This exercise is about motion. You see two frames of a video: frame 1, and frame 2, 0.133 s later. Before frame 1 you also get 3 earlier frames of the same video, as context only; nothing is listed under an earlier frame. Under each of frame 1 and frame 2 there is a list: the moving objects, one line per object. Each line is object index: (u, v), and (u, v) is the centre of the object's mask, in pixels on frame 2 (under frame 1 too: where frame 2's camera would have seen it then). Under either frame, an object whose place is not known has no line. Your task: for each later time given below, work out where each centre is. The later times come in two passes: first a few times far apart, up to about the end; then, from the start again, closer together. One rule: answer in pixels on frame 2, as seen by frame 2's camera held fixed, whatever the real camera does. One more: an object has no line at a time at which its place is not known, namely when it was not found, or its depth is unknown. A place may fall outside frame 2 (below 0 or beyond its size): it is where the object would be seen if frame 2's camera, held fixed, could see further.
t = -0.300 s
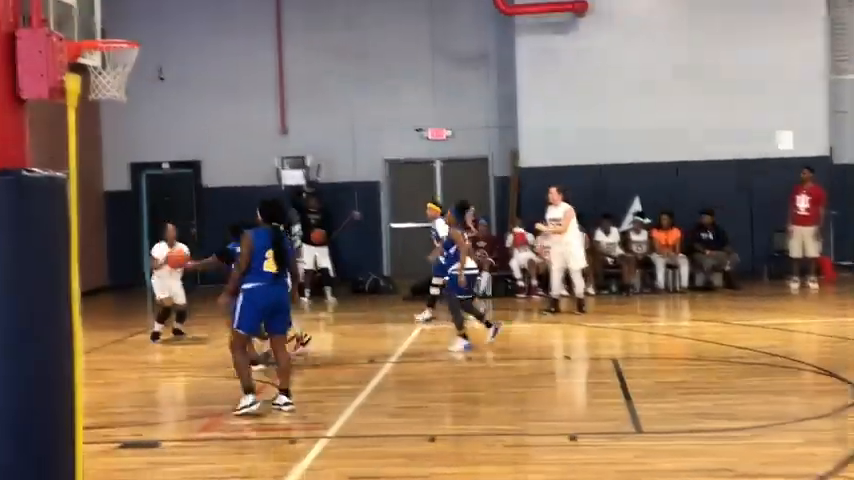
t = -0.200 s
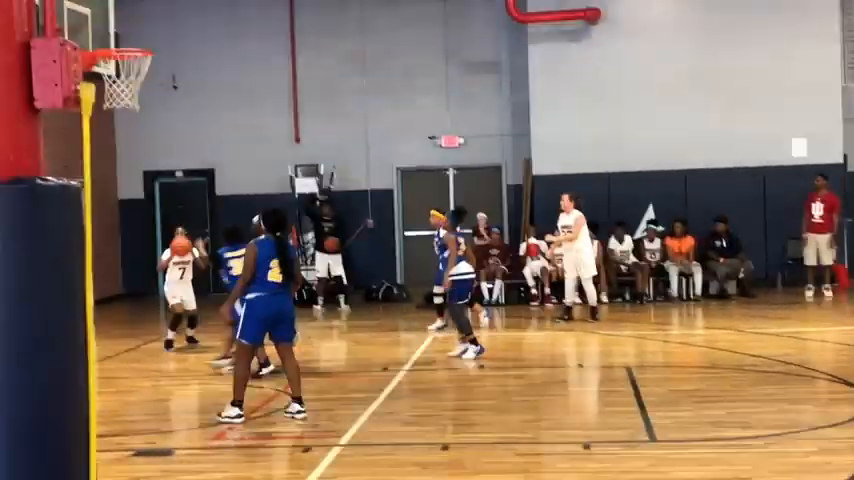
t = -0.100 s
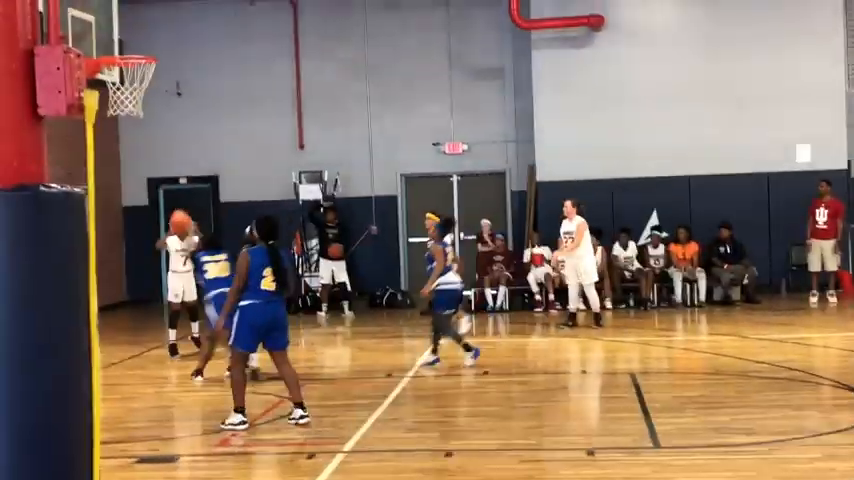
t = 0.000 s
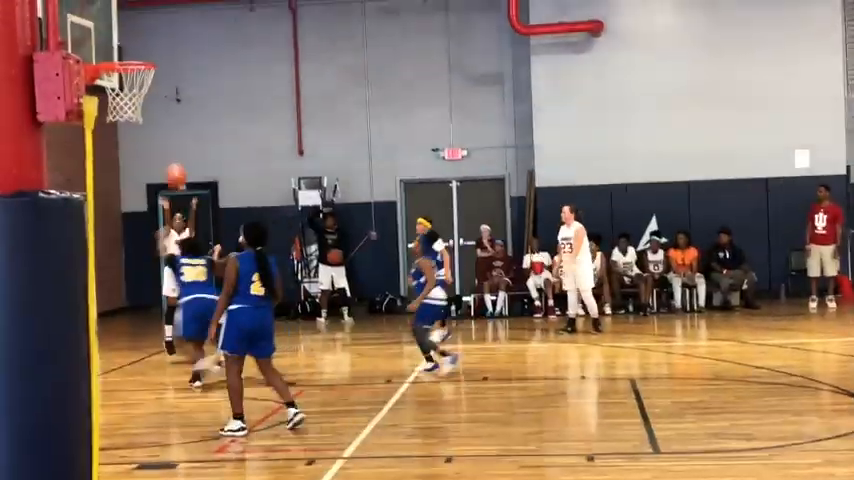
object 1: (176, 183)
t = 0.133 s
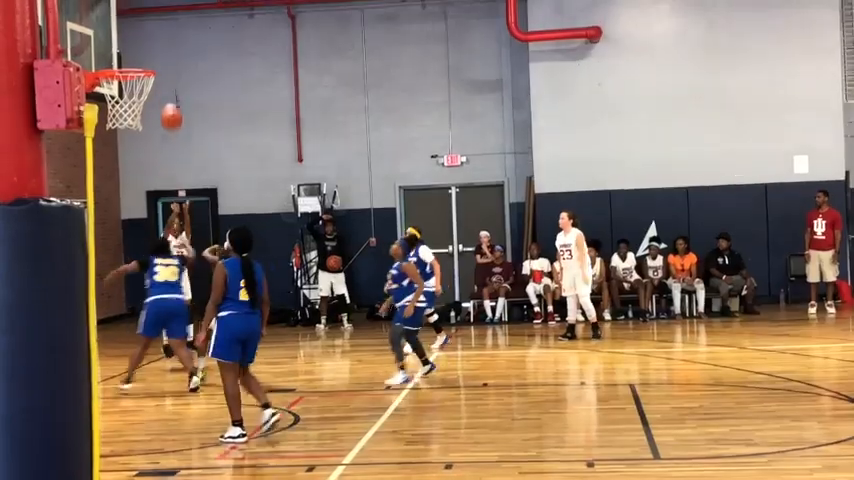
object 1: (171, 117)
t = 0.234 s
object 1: (169, 74)
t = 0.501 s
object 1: (159, -5)
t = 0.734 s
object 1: (155, -20)
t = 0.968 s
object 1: (155, 23)
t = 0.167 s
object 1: (170, 102)
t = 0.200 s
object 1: (170, 88)
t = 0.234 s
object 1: (169, 74)
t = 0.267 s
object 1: (167, 61)
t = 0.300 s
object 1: (166, 49)
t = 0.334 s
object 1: (165, 37)
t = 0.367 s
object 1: (164, 27)
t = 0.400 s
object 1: (163, 18)
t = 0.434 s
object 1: (162, 9)
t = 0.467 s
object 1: (161, 1)
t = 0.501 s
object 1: (159, -5)
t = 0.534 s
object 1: (159, -10)
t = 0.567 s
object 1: (158, -14)
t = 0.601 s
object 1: (157, -16)
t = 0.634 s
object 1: (157, -17)
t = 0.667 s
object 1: (156, -18)
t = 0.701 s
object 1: (156, -19)
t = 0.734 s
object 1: (155, -20)
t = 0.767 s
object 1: (155, -18)
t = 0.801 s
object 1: (155, -16)
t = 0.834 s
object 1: (155, -12)
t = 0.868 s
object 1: (155, -5)
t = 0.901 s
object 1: (155, 2)
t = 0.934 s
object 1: (155, 11)
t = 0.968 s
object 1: (155, 23)
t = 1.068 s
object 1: (156, 63)
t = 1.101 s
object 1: (157, 80)
